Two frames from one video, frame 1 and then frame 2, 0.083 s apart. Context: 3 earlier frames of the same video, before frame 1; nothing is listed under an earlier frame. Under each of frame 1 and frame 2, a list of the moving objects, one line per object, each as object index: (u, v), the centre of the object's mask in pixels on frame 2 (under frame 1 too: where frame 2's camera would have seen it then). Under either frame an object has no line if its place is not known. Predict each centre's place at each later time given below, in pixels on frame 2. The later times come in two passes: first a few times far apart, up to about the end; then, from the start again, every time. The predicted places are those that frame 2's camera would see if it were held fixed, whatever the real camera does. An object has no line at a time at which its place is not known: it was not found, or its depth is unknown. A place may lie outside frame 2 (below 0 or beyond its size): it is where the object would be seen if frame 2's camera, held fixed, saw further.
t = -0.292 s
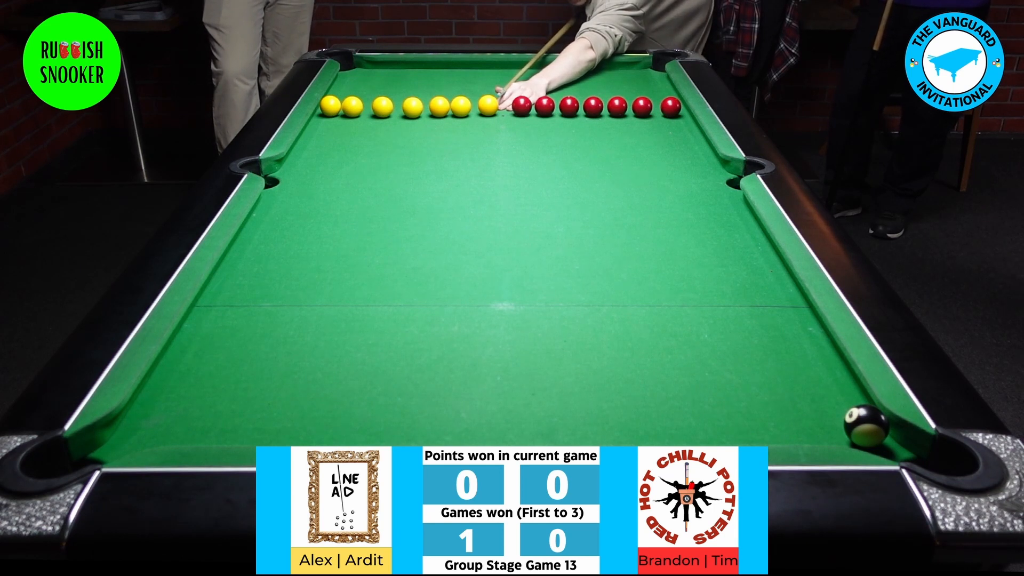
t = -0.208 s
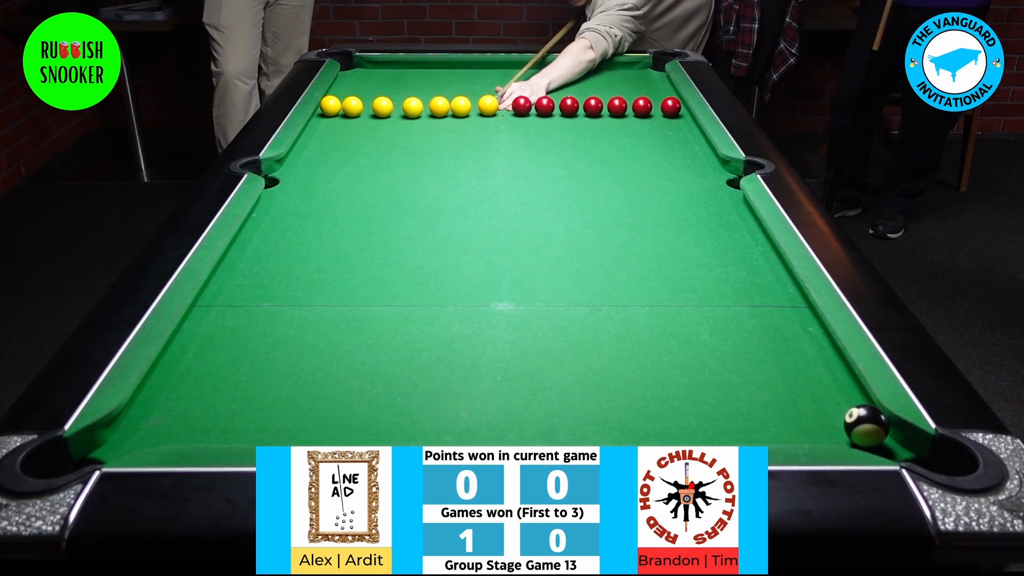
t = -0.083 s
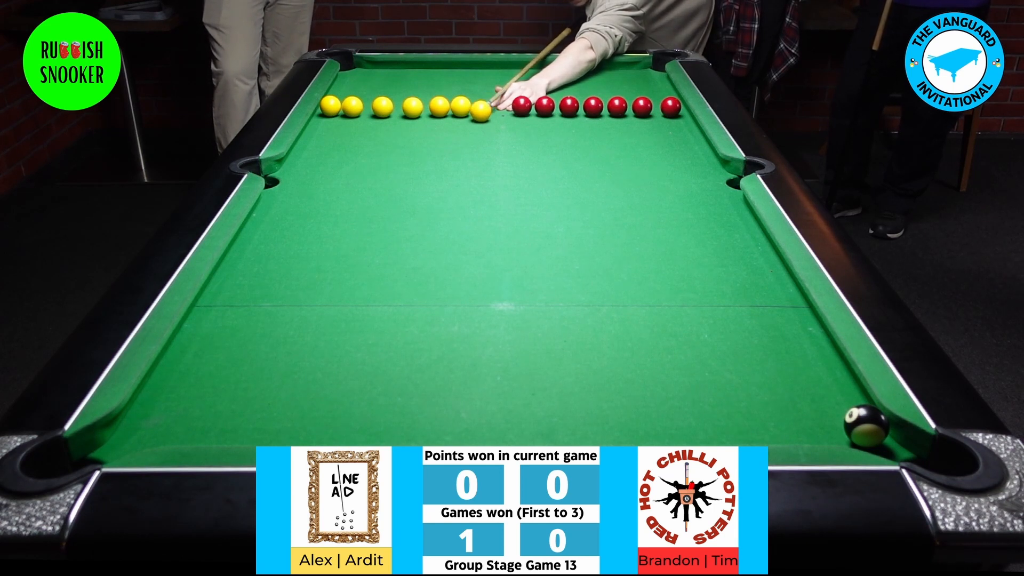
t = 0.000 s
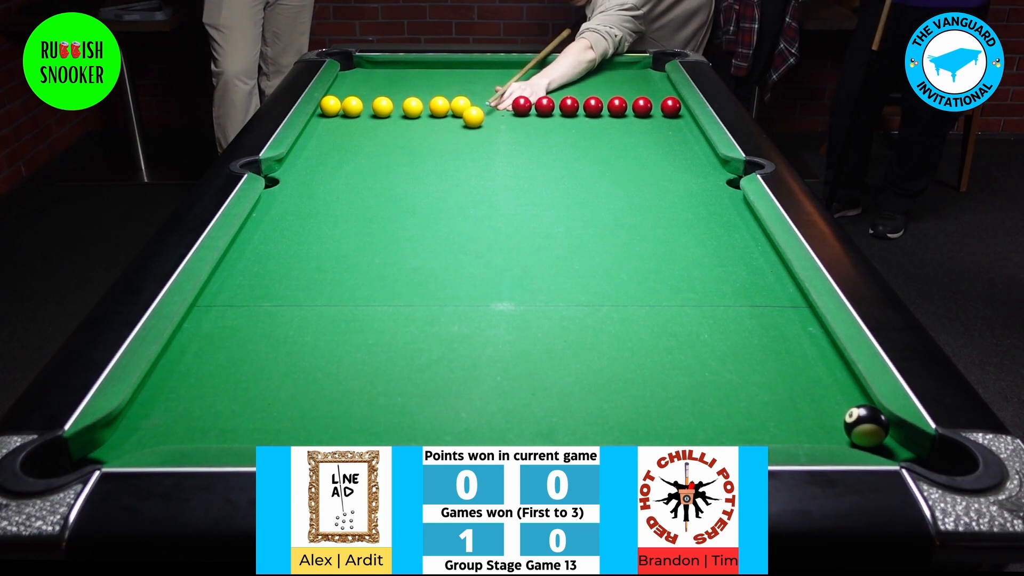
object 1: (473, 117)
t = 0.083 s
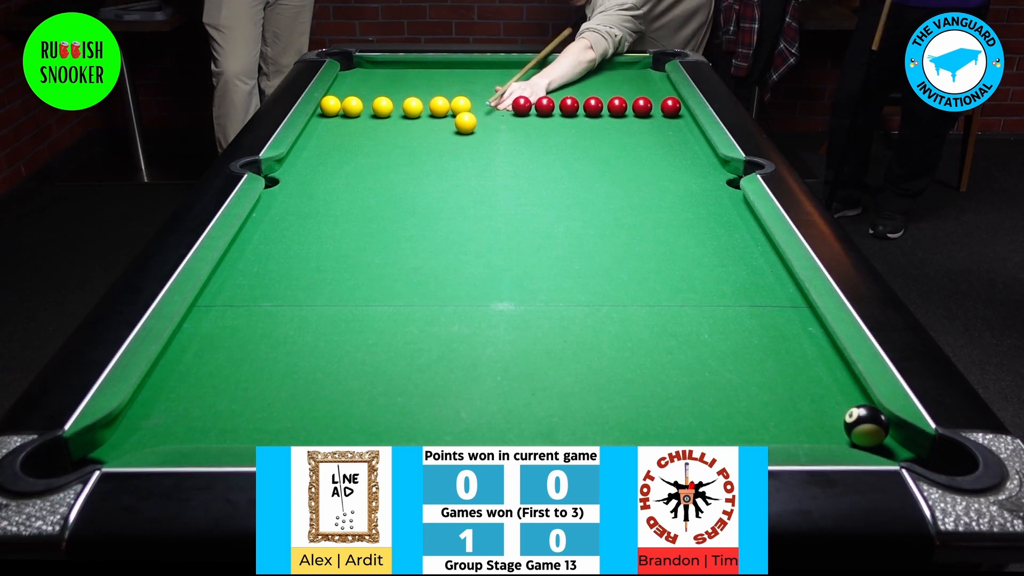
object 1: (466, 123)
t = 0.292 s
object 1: (444, 139)
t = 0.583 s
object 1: (413, 163)
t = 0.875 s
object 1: (378, 191)
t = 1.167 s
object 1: (340, 221)
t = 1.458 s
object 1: (301, 251)
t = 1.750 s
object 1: (257, 287)
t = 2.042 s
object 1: (212, 323)
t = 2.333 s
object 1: (179, 361)
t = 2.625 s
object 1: (174, 395)
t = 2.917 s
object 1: (170, 428)
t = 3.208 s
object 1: (175, 426)
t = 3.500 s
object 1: (182, 408)
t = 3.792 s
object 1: (189, 392)
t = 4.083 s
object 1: (194, 381)
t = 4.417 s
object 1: (198, 372)
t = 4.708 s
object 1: (201, 368)
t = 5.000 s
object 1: (201, 367)
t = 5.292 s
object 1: (201, 368)
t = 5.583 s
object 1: (201, 368)
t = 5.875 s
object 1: (201, 368)
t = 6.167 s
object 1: (201, 368)
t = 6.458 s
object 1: (201, 368)
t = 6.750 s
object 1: (201, 368)
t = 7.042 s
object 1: (201, 368)
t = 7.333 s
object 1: (201, 368)
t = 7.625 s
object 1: (201, 368)
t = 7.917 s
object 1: (201, 368)
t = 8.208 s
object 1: (201, 368)
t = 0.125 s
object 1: (462, 126)
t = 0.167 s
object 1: (456, 130)
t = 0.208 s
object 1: (452, 133)
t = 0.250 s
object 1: (448, 136)
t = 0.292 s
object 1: (444, 139)
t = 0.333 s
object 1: (439, 143)
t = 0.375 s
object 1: (435, 146)
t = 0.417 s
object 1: (431, 149)
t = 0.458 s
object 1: (427, 153)
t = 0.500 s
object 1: (422, 156)
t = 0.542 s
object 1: (418, 160)
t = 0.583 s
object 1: (413, 163)
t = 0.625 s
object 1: (409, 166)
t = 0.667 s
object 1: (402, 172)
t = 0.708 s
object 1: (397, 176)
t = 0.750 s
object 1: (393, 179)
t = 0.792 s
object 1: (388, 183)
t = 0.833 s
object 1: (383, 187)
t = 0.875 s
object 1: (378, 191)
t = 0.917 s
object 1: (373, 194)
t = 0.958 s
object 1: (368, 198)
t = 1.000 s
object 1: (363, 202)
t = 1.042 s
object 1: (358, 206)
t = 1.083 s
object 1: (353, 210)
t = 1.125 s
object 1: (348, 214)
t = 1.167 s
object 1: (340, 221)
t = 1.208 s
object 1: (335, 225)
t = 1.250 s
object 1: (329, 229)
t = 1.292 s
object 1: (324, 234)
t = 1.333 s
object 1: (318, 238)
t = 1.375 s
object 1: (313, 242)
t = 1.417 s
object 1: (307, 247)
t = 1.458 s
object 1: (301, 251)
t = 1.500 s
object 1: (296, 256)
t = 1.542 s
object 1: (290, 260)
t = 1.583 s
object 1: (284, 265)
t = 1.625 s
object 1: (278, 270)
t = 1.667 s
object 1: (269, 277)
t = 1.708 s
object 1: (263, 282)
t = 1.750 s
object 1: (257, 287)
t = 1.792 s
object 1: (251, 291)
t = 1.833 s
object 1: (245, 297)
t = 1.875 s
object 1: (238, 302)
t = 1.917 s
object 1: (232, 307)
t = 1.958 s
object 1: (225, 312)
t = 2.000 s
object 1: (219, 317)
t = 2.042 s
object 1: (212, 323)
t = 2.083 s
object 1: (206, 328)
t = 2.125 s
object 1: (199, 333)
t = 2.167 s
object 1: (189, 342)
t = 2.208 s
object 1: (182, 347)
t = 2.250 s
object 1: (180, 352)
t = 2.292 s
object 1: (179, 357)
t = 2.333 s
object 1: (179, 361)
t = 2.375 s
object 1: (178, 366)
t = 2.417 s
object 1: (177, 371)
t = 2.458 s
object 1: (177, 376)
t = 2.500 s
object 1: (176, 380)
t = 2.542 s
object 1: (175, 385)
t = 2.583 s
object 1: (175, 390)
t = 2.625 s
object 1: (174, 395)
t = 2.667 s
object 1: (173, 402)
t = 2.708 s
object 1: (173, 407)
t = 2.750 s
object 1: (172, 412)
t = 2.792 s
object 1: (172, 416)
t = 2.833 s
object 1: (171, 421)
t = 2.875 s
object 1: (171, 425)
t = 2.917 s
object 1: (170, 428)
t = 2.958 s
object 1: (170, 431)
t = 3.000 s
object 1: (169, 434)
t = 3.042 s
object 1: (170, 434)
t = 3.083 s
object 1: (171, 432)
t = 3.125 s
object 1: (172, 430)
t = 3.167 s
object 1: (174, 428)
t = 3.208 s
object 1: (175, 426)
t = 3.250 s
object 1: (176, 423)
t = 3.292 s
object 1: (177, 421)
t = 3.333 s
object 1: (178, 418)
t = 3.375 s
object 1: (179, 415)
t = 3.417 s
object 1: (180, 412)
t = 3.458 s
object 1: (181, 410)
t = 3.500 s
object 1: (182, 408)
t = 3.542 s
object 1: (183, 405)
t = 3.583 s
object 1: (184, 403)
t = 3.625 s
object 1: (185, 401)
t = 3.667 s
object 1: (187, 398)
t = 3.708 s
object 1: (188, 396)
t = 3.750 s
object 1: (189, 394)
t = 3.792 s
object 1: (189, 392)
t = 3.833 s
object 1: (190, 390)
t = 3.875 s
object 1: (191, 389)
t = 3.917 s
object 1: (192, 387)
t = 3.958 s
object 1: (192, 386)
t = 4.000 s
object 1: (193, 384)
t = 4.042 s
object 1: (194, 383)
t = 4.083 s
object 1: (194, 381)
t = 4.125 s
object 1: (195, 380)
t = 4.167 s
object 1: (195, 378)
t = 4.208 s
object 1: (196, 377)
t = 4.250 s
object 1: (196, 376)
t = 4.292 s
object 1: (197, 375)
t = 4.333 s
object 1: (197, 374)
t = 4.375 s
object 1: (198, 373)
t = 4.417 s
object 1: (198, 372)
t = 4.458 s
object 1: (198, 371)
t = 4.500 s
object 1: (199, 371)
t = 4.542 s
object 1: (199, 370)
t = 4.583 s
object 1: (199, 369)
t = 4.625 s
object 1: (200, 369)
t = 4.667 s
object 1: (200, 368)
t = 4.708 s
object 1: (201, 368)
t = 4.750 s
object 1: (201, 368)
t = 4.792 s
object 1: (201, 367)
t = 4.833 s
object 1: (201, 367)
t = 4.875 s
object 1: (201, 367)
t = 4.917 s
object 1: (201, 367)
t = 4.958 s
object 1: (201, 367)
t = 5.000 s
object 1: (201, 367)
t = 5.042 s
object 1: (201, 367)
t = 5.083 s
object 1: (201, 368)
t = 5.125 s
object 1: (201, 368)
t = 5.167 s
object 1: (201, 368)
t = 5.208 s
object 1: (201, 368)
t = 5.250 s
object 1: (201, 368)
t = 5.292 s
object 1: (201, 368)
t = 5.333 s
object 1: (201, 368)
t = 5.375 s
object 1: (201, 368)
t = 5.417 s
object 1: (201, 368)
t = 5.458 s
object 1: (201, 368)
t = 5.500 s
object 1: (201, 368)
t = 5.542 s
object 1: (201, 368)
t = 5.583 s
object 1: (201, 368)
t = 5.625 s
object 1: (201, 368)
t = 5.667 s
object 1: (201, 368)
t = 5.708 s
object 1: (201, 368)
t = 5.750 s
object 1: (201, 368)
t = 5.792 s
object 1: (201, 368)
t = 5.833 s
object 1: (201, 368)
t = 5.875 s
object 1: (201, 368)
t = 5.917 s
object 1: (201, 368)
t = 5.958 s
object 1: (201, 368)
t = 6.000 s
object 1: (201, 368)
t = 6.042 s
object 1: (201, 368)
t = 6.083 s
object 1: (201, 368)
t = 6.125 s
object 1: (201, 368)
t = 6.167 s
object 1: (201, 368)
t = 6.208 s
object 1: (201, 368)
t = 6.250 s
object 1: (201, 368)
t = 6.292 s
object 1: (201, 368)
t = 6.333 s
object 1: (201, 368)
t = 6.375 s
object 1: (201, 368)
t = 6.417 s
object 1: (201, 368)
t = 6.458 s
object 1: (201, 368)
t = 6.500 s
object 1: (201, 368)
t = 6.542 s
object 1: (201, 368)
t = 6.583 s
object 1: (201, 368)
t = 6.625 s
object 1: (201, 368)
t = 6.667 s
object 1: (201, 368)
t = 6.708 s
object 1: (201, 368)
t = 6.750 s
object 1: (201, 368)
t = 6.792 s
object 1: (201, 368)
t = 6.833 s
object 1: (201, 368)
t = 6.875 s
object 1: (201, 368)
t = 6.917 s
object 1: (201, 368)
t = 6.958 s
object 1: (201, 368)
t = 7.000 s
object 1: (201, 368)
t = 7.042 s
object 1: (201, 368)
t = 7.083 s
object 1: (201, 368)
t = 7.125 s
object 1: (201, 368)
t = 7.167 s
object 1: (201, 368)
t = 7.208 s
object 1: (201, 368)
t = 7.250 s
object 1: (201, 368)
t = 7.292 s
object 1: (201, 368)
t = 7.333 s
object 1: (201, 368)
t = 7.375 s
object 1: (201, 368)
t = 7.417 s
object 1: (201, 368)
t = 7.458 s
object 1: (201, 368)
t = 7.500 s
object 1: (201, 368)
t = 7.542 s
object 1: (201, 368)
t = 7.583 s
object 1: (201, 368)
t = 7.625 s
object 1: (201, 368)
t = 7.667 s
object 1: (201, 368)
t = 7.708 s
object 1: (201, 368)
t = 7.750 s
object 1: (201, 368)
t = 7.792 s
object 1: (201, 368)
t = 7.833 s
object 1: (201, 368)
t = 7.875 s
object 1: (201, 368)
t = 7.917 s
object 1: (201, 368)
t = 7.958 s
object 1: (201, 368)
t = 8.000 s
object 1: (201, 368)
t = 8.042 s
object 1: (201, 368)
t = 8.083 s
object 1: (201, 368)
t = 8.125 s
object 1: (201, 368)
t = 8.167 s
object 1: (201, 368)
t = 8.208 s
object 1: (201, 368)
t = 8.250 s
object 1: (201, 368)
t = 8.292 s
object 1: (201, 368)
